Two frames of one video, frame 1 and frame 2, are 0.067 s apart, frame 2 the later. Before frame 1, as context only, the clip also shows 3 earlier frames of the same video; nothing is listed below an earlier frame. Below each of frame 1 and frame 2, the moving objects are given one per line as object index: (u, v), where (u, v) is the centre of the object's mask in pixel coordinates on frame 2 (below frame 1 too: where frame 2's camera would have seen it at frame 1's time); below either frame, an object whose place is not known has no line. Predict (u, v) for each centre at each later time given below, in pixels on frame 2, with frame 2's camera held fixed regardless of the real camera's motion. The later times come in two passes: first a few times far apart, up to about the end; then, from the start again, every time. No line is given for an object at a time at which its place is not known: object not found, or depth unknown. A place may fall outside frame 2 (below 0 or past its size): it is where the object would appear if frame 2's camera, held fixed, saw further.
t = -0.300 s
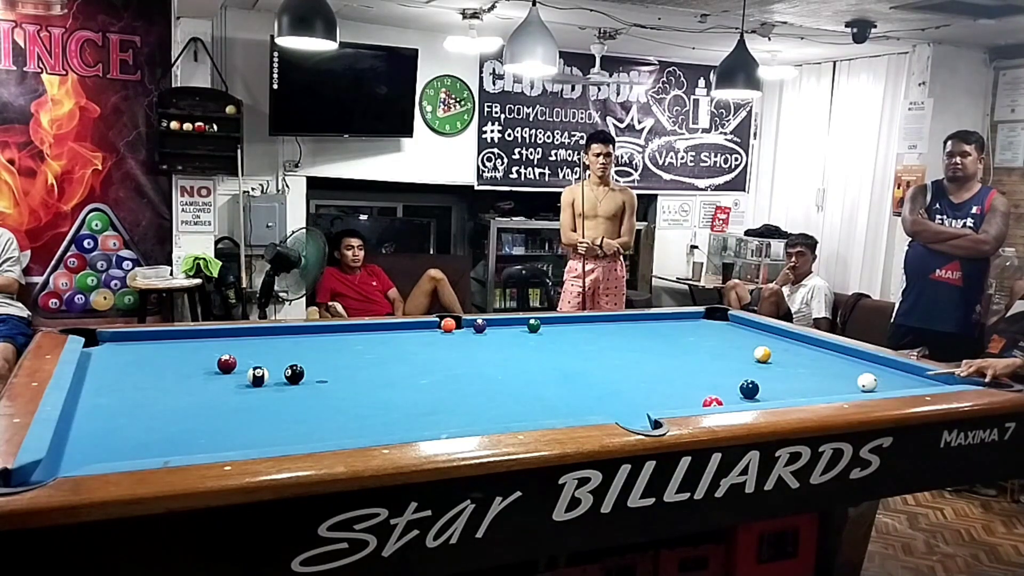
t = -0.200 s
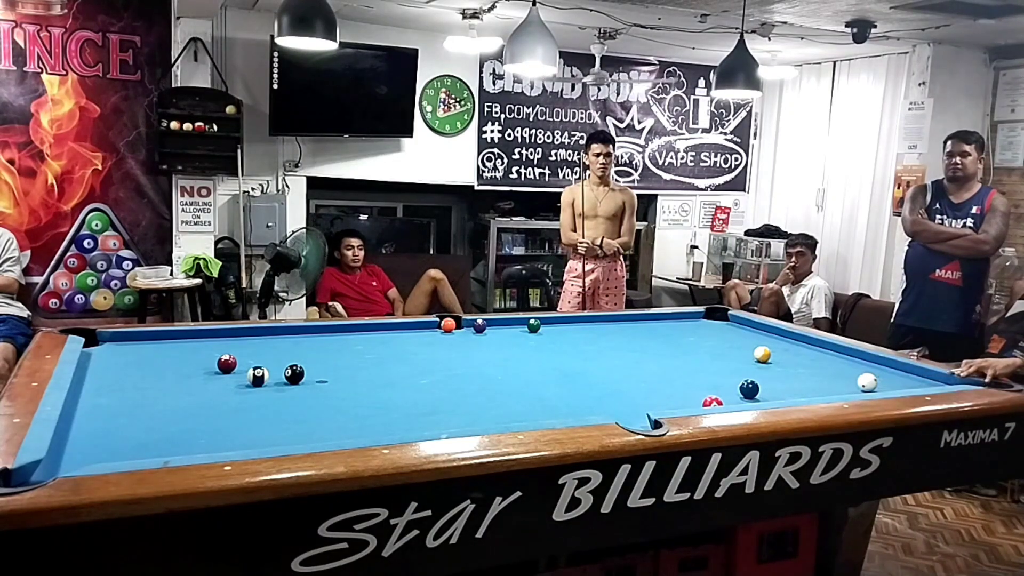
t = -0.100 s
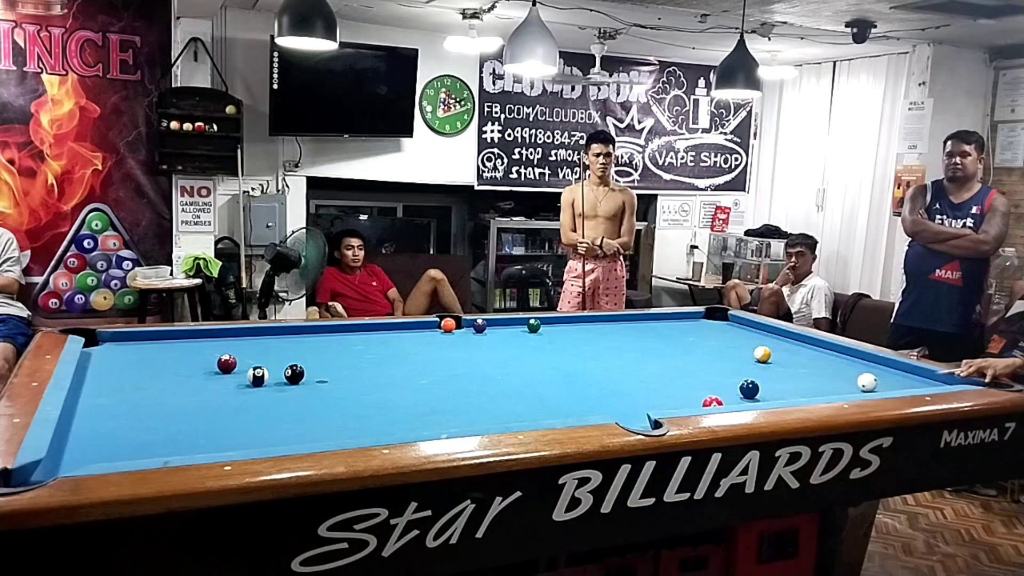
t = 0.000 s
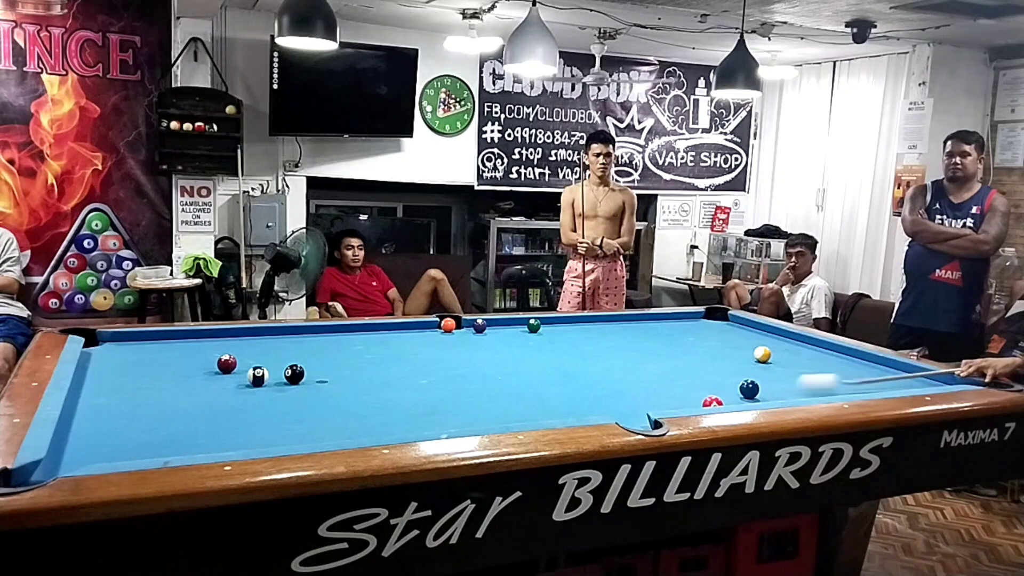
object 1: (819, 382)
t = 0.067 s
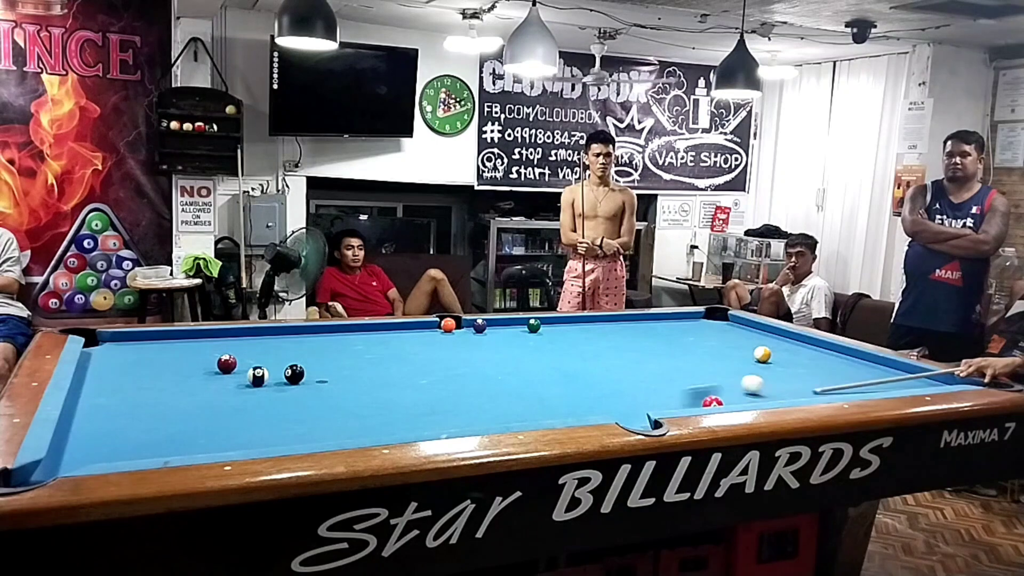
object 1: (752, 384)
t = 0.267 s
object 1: (672, 373)
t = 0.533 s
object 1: (550, 364)
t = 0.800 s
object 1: (436, 356)
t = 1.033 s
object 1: (340, 349)
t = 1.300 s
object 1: (234, 342)
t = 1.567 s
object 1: (137, 336)
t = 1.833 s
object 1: (105, 342)
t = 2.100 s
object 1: (142, 347)
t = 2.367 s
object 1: (179, 351)
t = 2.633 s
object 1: (213, 354)
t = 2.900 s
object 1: (249, 359)
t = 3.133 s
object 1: (278, 363)
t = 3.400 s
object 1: (313, 367)
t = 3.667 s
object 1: (344, 371)
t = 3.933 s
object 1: (376, 374)
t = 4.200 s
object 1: (405, 378)
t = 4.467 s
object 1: (433, 381)
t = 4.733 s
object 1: (460, 385)
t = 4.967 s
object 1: (482, 388)
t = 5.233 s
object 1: (506, 392)
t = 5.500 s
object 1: (529, 395)
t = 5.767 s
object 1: (551, 398)
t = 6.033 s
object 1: (570, 401)
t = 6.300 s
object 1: (589, 403)
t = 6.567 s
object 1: (605, 404)
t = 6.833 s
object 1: (620, 407)
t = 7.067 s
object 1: (631, 409)
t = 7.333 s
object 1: (641, 411)
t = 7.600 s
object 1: (649, 410)
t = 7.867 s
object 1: (650, 409)
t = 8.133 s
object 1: (650, 409)
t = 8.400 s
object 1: (651, 409)
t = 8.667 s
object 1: (651, 408)
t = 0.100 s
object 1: (741, 382)
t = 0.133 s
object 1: (728, 380)
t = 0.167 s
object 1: (715, 378)
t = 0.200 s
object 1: (702, 376)
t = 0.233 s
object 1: (687, 375)
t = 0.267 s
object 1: (672, 373)
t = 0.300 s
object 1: (656, 372)
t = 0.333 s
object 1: (641, 371)
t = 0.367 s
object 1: (625, 370)
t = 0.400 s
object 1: (610, 368)
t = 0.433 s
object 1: (595, 368)
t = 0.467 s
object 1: (580, 367)
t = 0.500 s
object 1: (565, 365)
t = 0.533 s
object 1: (550, 364)
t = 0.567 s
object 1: (536, 363)
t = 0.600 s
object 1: (522, 362)
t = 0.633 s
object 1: (507, 361)
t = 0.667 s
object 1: (492, 360)
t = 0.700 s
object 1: (478, 359)
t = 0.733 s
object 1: (464, 358)
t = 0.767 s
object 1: (450, 357)
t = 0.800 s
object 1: (436, 356)
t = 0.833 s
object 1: (422, 355)
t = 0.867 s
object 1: (408, 354)
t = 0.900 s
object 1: (394, 353)
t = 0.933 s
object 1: (380, 352)
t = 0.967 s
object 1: (367, 351)
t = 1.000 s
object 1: (354, 350)
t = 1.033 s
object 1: (340, 349)
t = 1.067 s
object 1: (326, 348)
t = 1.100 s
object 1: (313, 347)
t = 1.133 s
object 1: (300, 346)
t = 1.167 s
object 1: (286, 345)
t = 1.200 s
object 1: (273, 345)
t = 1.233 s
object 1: (260, 343)
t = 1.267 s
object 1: (247, 343)
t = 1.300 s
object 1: (234, 342)
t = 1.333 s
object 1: (221, 341)
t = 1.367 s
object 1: (208, 340)
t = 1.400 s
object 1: (196, 339)
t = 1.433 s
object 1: (183, 338)
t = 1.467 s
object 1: (170, 337)
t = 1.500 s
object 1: (158, 336)
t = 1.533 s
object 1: (146, 335)
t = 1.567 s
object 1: (137, 336)
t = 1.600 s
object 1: (129, 336)
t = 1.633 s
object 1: (121, 337)
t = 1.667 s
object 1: (114, 338)
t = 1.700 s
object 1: (105, 339)
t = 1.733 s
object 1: (98, 340)
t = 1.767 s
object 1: (96, 341)
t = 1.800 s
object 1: (100, 342)
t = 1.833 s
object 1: (105, 342)
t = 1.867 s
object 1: (110, 343)
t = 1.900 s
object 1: (114, 343)
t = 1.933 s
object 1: (119, 344)
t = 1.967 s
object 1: (123, 344)
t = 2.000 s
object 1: (128, 345)
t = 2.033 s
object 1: (133, 346)
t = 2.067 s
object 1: (137, 346)
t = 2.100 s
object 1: (142, 347)
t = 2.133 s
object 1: (146, 347)
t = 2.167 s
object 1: (151, 347)
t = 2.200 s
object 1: (156, 348)
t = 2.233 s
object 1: (160, 349)
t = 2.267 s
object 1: (165, 350)
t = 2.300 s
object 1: (169, 350)
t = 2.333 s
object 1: (174, 351)
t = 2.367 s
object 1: (179, 351)
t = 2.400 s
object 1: (183, 352)
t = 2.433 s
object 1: (188, 352)
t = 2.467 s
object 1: (192, 353)
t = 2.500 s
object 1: (196, 353)
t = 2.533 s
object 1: (201, 354)
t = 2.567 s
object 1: (205, 354)
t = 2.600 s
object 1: (209, 355)
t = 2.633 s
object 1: (213, 354)
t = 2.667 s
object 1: (217, 354)
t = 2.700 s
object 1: (221, 353)
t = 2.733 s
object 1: (228, 352)
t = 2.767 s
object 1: (234, 354)
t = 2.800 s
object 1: (239, 356)
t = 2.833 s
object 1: (242, 358)
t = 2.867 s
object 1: (245, 359)
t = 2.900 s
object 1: (249, 359)
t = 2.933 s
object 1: (253, 359)
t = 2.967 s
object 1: (258, 359)
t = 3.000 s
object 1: (262, 359)
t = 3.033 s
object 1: (266, 361)
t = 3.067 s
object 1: (271, 362)
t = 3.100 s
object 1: (275, 362)
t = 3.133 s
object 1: (278, 363)
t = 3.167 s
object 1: (282, 362)
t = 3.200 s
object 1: (286, 362)
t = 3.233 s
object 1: (290, 361)
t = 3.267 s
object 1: (296, 361)
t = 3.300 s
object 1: (301, 362)
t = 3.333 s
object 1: (306, 364)
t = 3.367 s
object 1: (310, 366)
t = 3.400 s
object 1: (313, 367)
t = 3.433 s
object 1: (316, 368)
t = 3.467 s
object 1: (321, 368)
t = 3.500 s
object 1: (325, 368)
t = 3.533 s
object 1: (329, 369)
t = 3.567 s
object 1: (333, 369)
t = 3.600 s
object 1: (336, 370)
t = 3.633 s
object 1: (341, 370)
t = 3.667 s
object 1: (344, 371)
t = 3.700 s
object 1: (348, 371)
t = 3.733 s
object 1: (353, 371)
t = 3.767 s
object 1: (357, 372)
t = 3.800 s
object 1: (360, 372)
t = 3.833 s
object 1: (364, 373)
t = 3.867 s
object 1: (368, 373)
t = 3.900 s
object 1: (372, 374)
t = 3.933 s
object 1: (376, 374)
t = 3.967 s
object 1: (379, 375)
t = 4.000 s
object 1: (383, 375)
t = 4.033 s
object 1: (387, 376)
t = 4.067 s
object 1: (390, 376)
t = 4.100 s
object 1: (394, 377)
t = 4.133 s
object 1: (398, 377)
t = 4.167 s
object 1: (402, 377)
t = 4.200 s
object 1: (405, 378)
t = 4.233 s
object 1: (408, 378)
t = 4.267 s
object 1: (412, 379)
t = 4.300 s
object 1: (416, 379)
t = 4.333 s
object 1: (419, 380)
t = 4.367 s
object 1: (423, 380)
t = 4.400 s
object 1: (426, 380)
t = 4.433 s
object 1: (430, 381)
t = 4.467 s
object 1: (433, 381)
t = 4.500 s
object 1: (436, 382)
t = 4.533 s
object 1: (440, 382)
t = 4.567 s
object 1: (443, 383)
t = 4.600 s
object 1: (446, 383)
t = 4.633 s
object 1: (450, 384)
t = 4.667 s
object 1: (453, 384)
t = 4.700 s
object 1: (456, 385)
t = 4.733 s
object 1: (460, 385)
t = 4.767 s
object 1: (463, 385)
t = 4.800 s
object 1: (466, 386)
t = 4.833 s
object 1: (469, 386)
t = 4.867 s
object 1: (473, 387)
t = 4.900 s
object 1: (476, 387)
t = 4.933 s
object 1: (479, 388)
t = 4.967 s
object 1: (482, 388)
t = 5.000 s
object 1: (485, 389)
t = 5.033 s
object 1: (488, 389)
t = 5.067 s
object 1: (491, 389)
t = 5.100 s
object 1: (494, 390)
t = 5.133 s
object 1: (497, 391)
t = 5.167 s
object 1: (500, 391)
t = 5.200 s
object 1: (503, 391)
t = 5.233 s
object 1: (506, 392)
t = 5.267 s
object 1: (509, 392)
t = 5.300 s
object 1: (512, 393)
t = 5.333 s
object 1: (515, 393)
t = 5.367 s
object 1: (518, 394)
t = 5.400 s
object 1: (521, 394)
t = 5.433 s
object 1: (523, 395)
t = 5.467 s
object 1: (526, 395)
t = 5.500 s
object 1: (529, 395)
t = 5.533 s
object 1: (532, 396)
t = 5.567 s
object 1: (535, 395)
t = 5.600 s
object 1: (538, 396)
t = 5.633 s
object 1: (540, 397)
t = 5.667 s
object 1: (543, 396)
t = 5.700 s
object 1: (546, 397)
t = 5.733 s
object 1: (548, 397)
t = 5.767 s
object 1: (551, 398)
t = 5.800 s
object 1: (554, 398)
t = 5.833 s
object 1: (556, 399)
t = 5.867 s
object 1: (558, 399)
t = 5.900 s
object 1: (561, 399)
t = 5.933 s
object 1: (563, 400)
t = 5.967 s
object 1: (566, 400)
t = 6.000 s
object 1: (568, 401)
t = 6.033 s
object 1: (570, 401)
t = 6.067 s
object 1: (573, 401)
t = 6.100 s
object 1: (575, 402)
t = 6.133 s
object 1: (578, 402)
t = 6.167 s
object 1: (580, 402)
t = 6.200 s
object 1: (582, 403)
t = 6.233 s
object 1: (584, 403)
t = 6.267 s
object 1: (587, 403)
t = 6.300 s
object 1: (589, 403)
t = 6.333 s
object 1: (591, 404)
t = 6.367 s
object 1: (593, 404)
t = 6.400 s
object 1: (595, 404)
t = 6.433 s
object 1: (598, 404)
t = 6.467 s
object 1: (600, 404)
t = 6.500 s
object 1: (602, 404)
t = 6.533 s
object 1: (604, 404)
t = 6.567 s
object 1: (605, 404)
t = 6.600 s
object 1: (608, 405)
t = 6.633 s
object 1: (610, 405)
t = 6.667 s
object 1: (611, 406)
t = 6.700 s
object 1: (613, 406)
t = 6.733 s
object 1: (615, 406)
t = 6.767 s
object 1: (616, 407)
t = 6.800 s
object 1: (618, 406)
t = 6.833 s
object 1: (620, 407)
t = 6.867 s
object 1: (622, 407)
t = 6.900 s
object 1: (624, 408)
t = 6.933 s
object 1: (625, 408)
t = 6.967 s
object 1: (626, 408)
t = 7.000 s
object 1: (628, 409)
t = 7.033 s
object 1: (629, 409)
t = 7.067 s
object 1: (631, 409)
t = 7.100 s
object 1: (632, 409)
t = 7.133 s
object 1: (633, 410)
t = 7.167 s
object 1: (635, 410)
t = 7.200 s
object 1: (636, 410)
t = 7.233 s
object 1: (637, 410)
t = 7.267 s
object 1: (639, 410)
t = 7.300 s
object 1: (640, 410)
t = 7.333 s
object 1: (641, 411)
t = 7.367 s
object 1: (642, 411)
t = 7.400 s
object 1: (643, 411)
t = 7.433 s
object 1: (644, 411)
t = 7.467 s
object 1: (645, 411)
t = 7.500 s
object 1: (646, 411)
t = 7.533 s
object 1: (647, 411)
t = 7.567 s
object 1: (648, 410)
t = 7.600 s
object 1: (649, 410)
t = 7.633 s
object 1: (649, 410)
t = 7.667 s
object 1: (650, 410)
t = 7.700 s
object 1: (650, 410)
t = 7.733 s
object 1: (650, 410)
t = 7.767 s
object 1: (650, 409)
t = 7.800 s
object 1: (650, 409)
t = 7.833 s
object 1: (650, 409)
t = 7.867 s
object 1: (650, 409)
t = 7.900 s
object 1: (650, 409)
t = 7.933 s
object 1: (650, 409)
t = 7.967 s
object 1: (650, 409)
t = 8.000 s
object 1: (650, 409)
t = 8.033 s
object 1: (650, 409)
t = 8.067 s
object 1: (650, 409)
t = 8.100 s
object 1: (651, 409)
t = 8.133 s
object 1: (650, 409)
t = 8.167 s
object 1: (650, 409)
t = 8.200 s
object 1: (650, 409)
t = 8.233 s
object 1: (650, 409)
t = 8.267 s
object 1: (650, 409)
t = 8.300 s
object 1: (650, 409)
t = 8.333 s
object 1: (650, 409)
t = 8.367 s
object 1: (650, 409)
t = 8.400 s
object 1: (651, 409)
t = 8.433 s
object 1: (651, 409)
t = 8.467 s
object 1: (651, 409)
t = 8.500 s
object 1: (651, 409)
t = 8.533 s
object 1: (651, 409)
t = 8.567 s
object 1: (651, 409)
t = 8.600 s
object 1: (651, 409)
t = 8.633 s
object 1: (651, 409)
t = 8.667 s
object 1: (651, 408)
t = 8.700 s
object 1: (651, 409)
